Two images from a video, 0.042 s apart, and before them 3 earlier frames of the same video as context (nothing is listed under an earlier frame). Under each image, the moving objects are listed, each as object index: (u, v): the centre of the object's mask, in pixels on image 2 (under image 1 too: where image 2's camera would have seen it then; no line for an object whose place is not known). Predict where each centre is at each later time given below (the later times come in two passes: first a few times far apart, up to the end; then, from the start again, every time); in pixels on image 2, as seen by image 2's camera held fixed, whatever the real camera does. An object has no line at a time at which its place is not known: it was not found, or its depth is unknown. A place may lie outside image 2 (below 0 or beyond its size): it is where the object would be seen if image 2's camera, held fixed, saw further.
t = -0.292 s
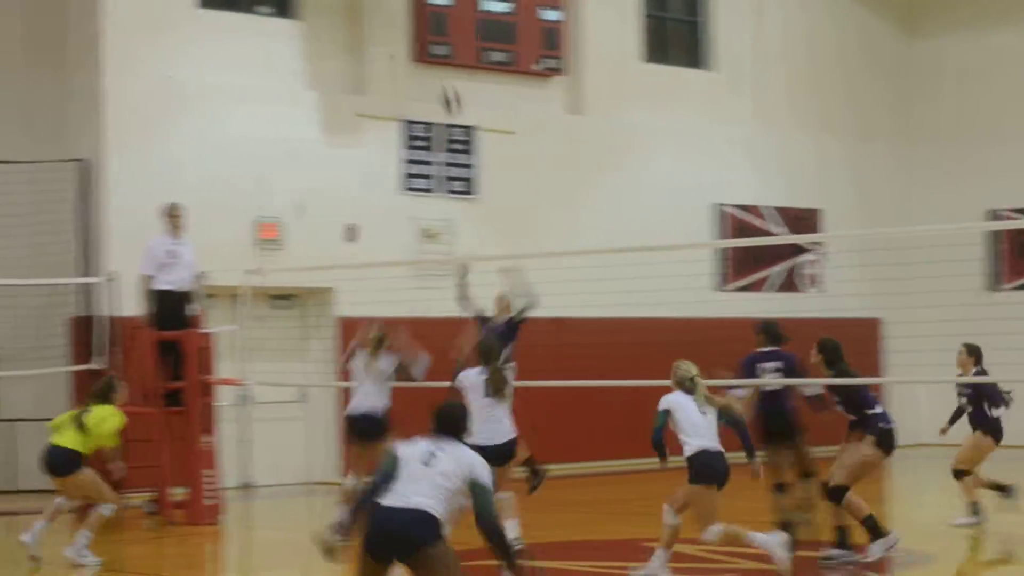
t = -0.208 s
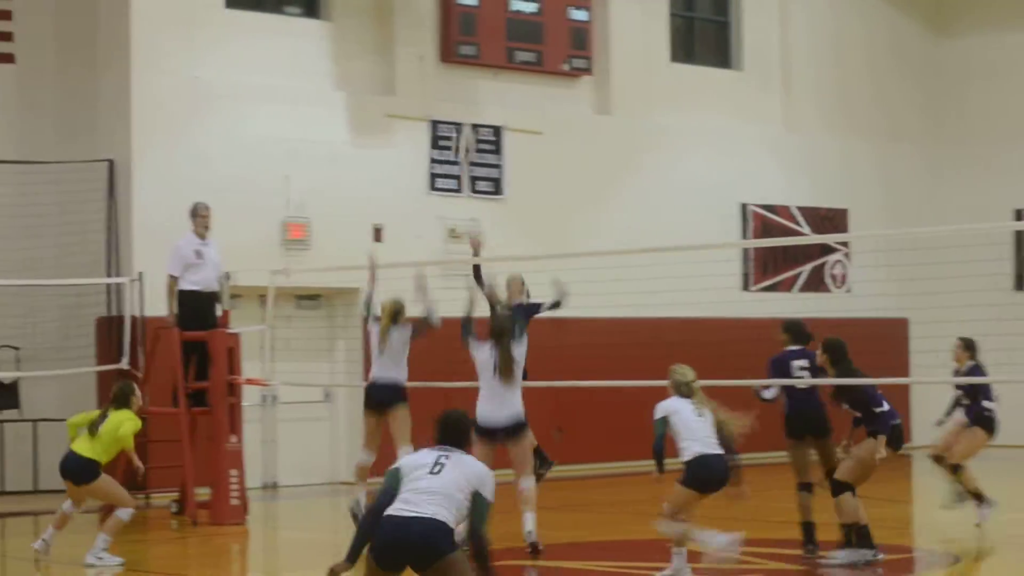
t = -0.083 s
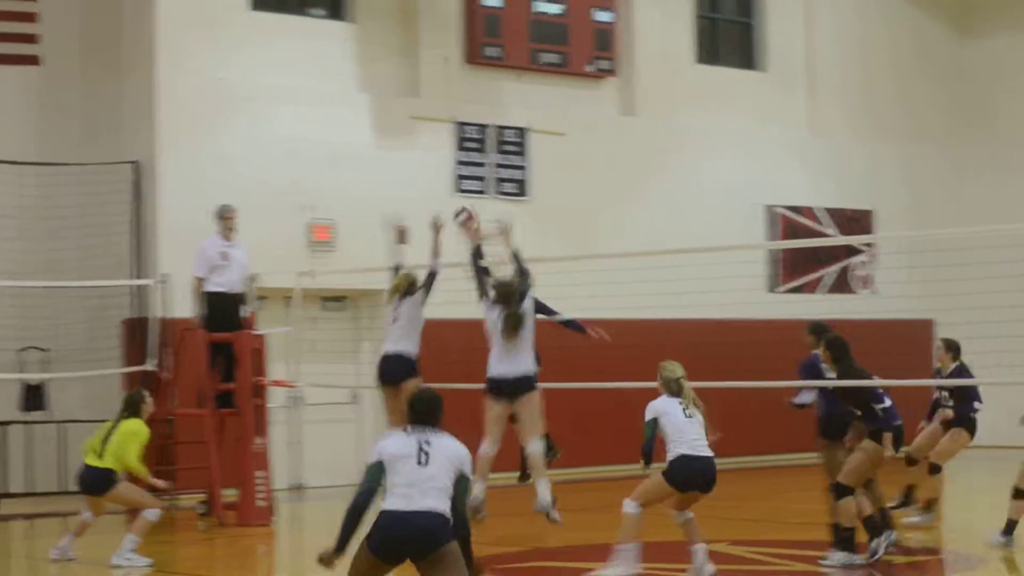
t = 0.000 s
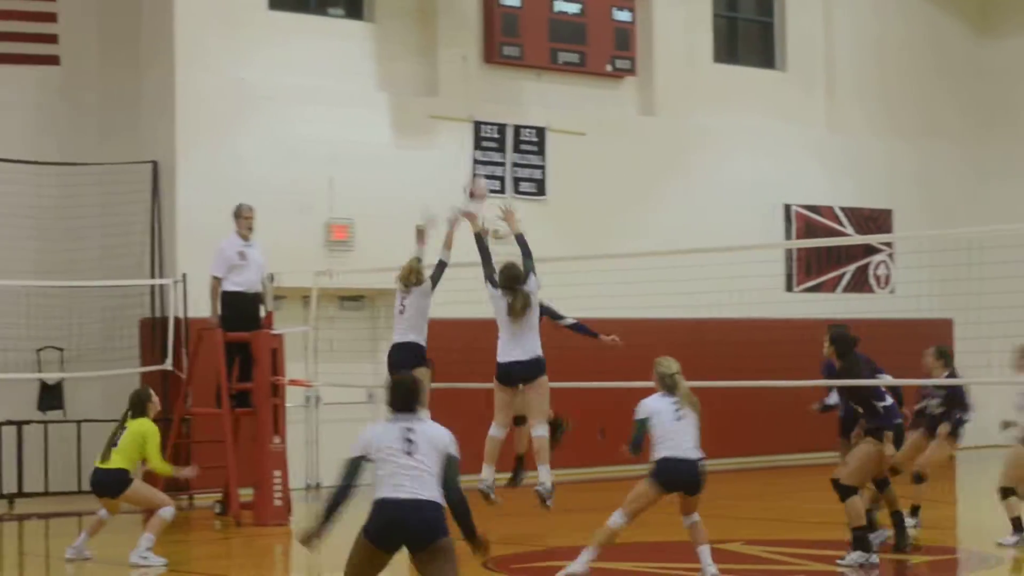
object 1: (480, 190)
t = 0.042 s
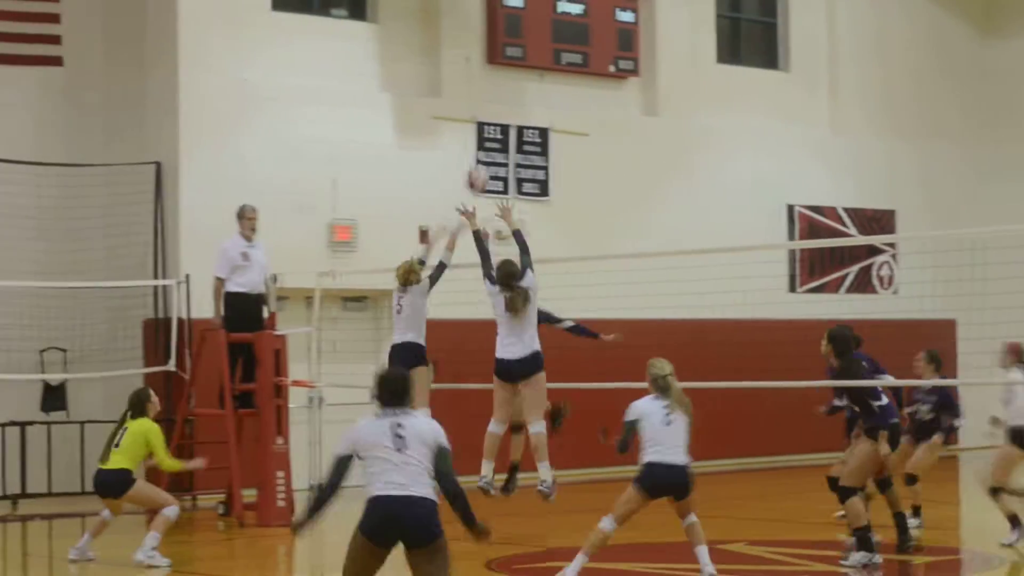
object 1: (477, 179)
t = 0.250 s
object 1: (463, 153)
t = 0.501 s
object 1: (447, 191)
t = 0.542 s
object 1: (445, 207)
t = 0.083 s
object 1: (474, 170)
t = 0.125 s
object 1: (472, 162)
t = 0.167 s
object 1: (469, 157)
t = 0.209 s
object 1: (466, 154)
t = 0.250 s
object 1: (463, 153)
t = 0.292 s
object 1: (461, 154)
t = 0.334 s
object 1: (458, 157)
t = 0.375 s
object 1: (455, 162)
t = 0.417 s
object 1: (453, 169)
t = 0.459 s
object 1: (450, 179)
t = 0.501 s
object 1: (447, 191)
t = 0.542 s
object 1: (445, 207)
